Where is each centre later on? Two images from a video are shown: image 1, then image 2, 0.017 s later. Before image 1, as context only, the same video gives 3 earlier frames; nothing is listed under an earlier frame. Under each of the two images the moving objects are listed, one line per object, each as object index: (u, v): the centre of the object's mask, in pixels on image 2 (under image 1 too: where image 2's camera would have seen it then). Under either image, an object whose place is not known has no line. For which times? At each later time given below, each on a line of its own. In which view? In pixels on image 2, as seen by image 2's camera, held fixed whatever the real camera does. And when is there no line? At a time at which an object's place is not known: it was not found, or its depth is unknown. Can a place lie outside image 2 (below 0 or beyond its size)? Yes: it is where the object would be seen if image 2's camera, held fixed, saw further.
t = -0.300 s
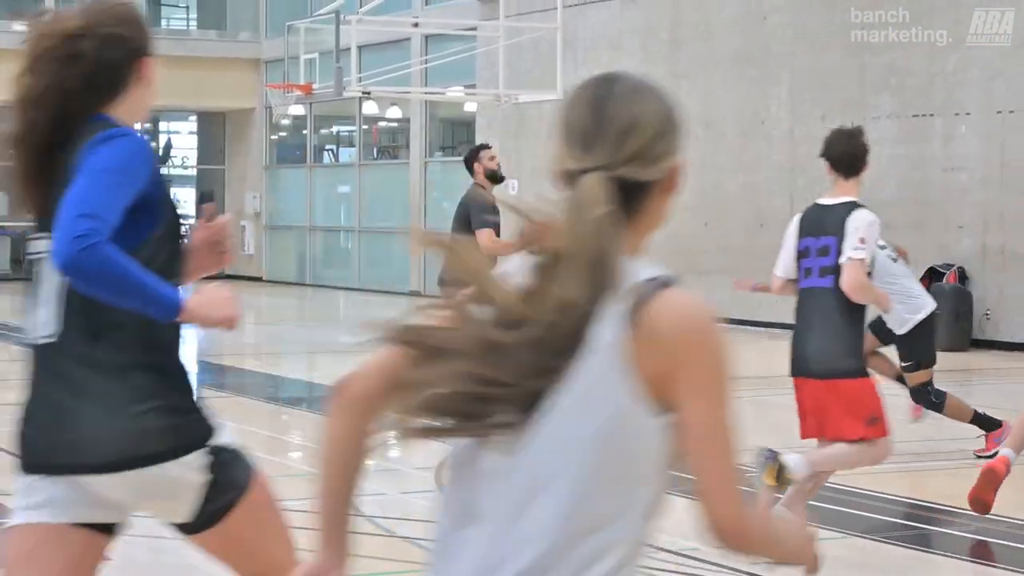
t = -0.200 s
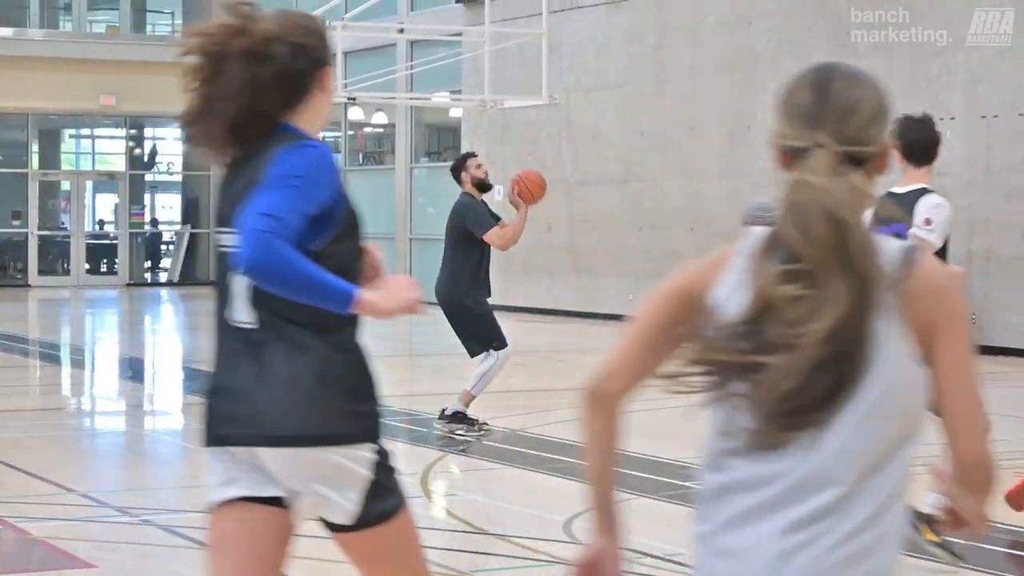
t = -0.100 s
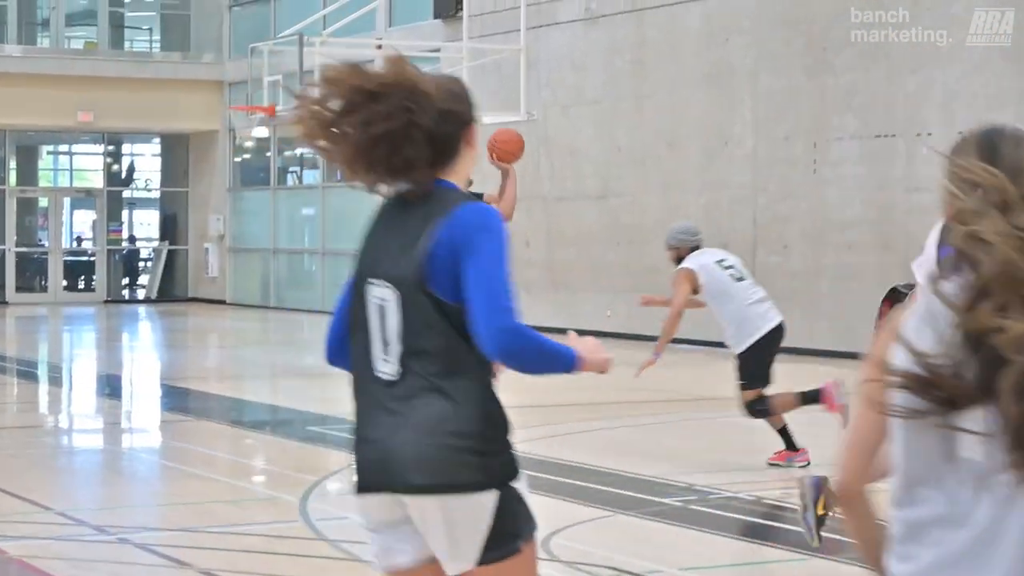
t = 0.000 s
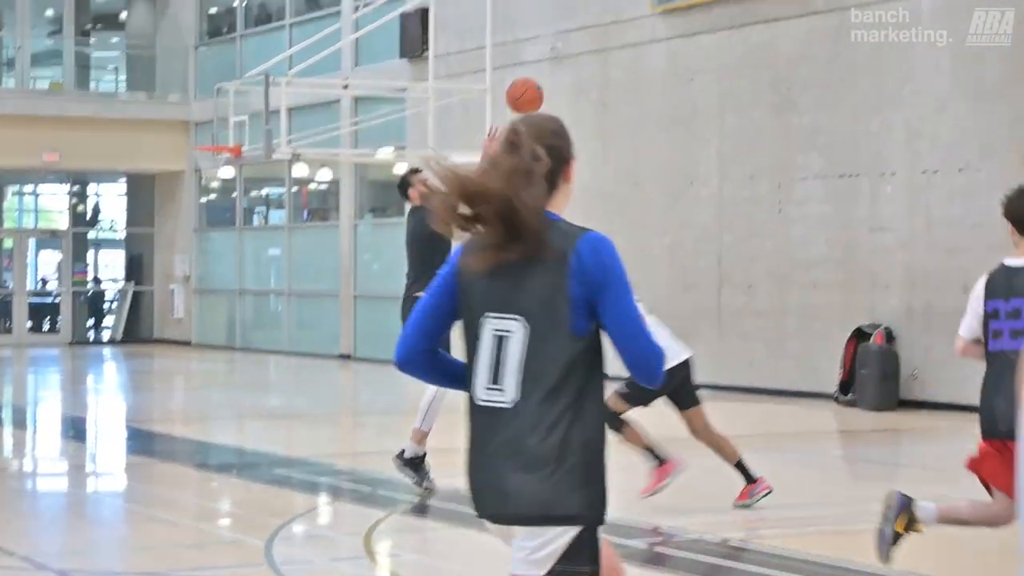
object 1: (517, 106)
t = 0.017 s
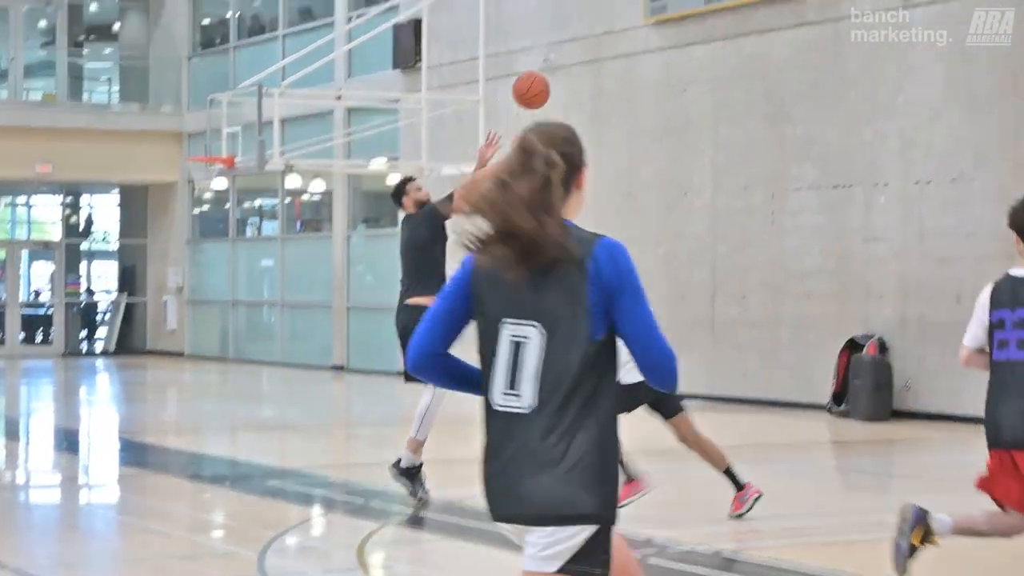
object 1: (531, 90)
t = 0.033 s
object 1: (545, 74)
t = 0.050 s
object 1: (558, 58)
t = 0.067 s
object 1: (572, 42)
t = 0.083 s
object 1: (586, 27)
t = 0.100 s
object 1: (600, 12)
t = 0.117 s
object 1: (614, -2)
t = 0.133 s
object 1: (628, -17)
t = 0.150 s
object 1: (643, -30)
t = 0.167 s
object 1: (658, -44)
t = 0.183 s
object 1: (672, -57)
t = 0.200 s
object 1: (686, -70)
